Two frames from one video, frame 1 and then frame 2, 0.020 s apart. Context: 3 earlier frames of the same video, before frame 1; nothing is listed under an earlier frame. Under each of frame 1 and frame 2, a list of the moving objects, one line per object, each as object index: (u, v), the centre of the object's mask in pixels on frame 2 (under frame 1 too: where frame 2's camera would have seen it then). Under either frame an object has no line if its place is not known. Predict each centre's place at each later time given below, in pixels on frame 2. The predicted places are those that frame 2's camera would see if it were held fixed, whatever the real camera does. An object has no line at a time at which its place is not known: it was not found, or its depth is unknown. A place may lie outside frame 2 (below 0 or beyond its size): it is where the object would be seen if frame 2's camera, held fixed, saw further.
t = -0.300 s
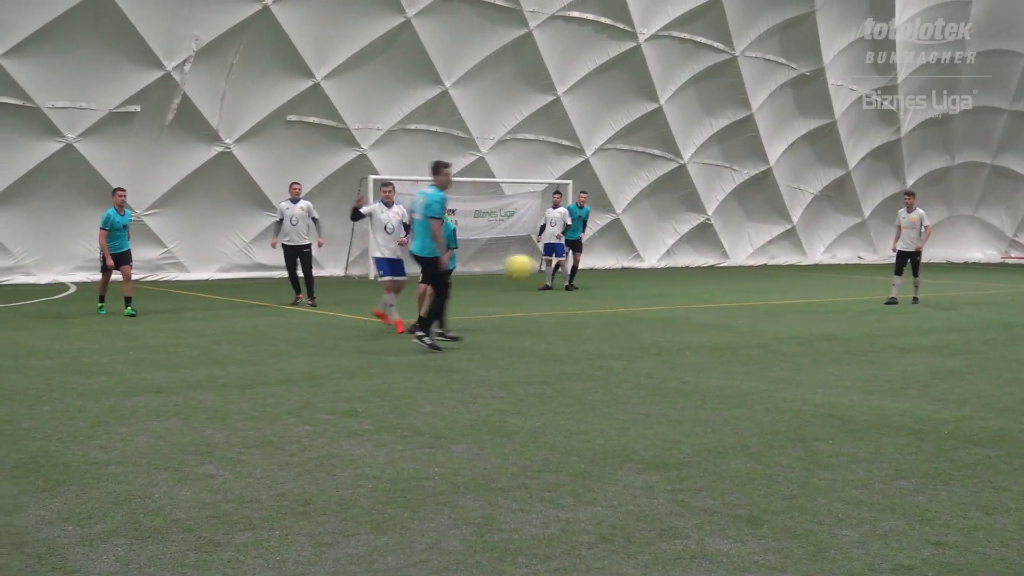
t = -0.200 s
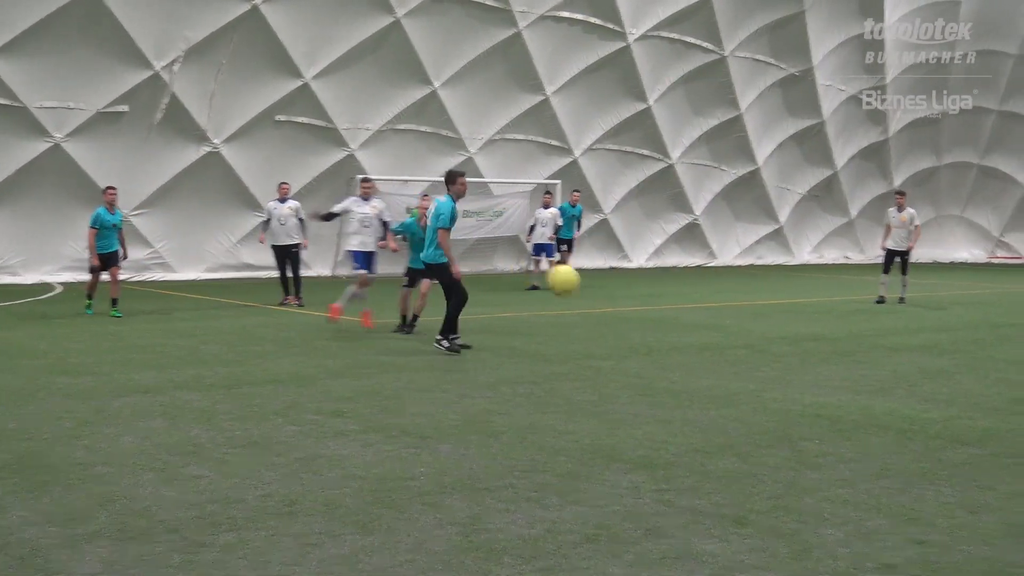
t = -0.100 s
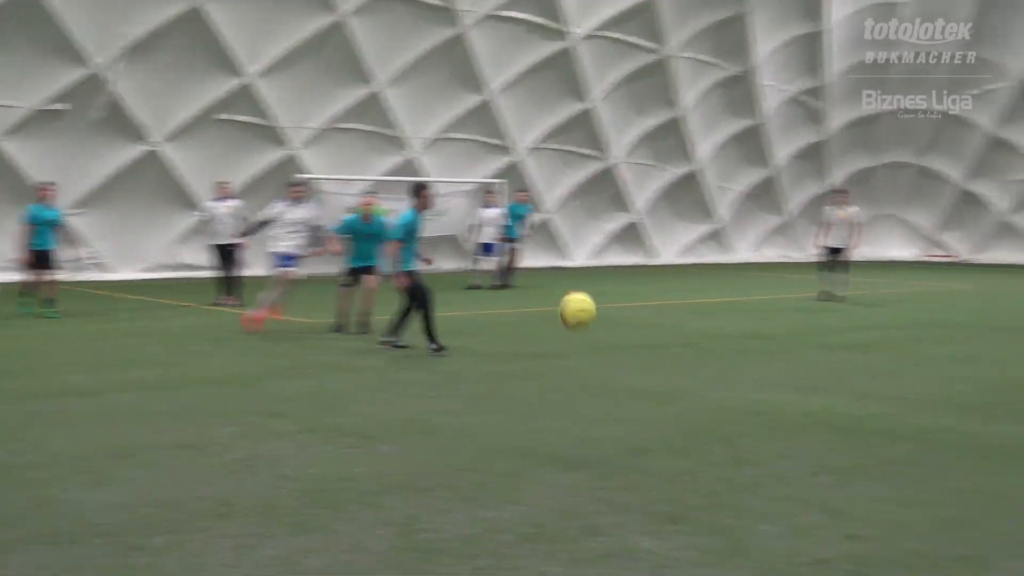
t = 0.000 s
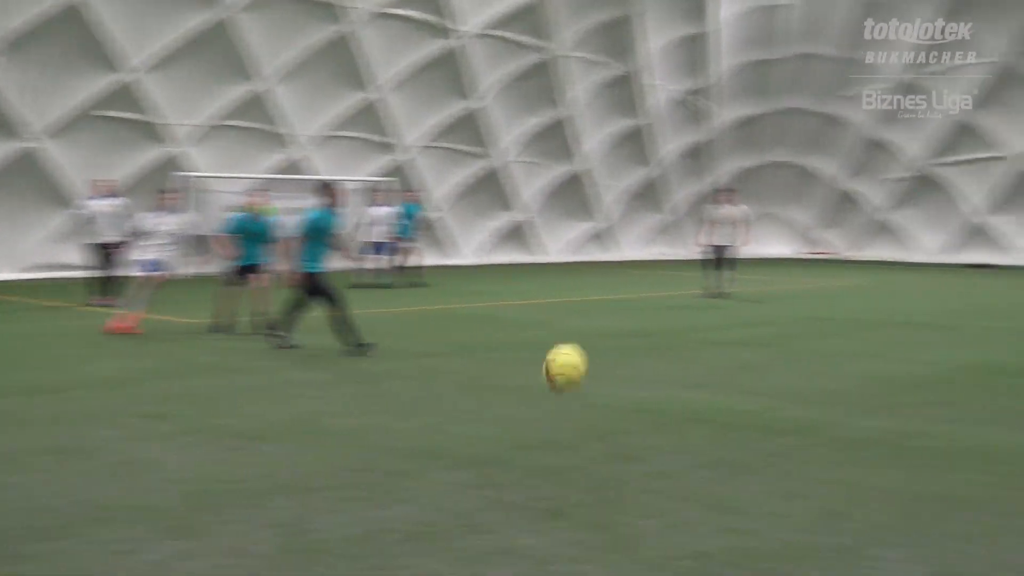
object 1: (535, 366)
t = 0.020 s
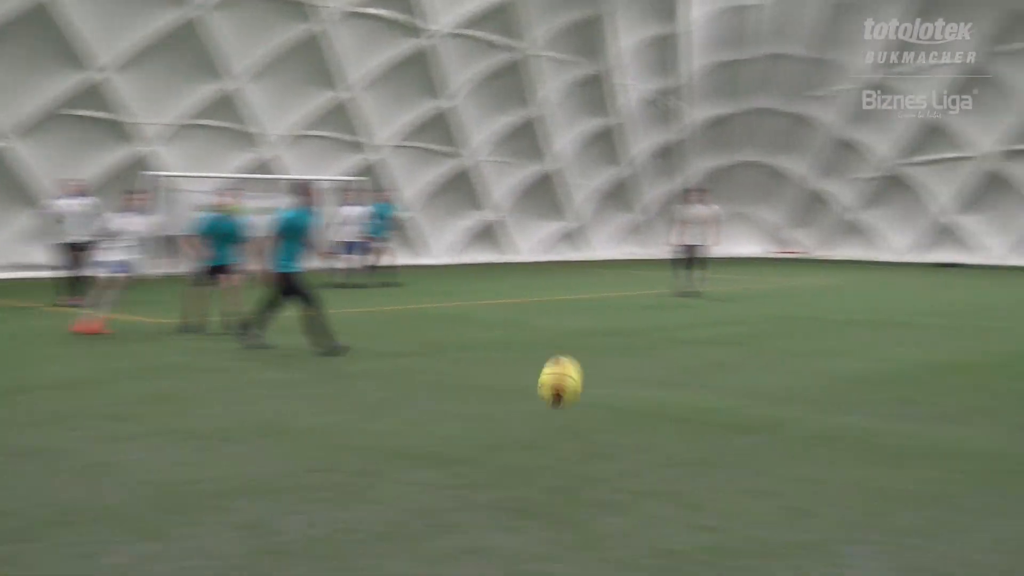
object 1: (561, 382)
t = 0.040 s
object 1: (586, 398)
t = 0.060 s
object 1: (614, 419)
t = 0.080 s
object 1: (644, 440)
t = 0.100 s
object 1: (679, 467)
